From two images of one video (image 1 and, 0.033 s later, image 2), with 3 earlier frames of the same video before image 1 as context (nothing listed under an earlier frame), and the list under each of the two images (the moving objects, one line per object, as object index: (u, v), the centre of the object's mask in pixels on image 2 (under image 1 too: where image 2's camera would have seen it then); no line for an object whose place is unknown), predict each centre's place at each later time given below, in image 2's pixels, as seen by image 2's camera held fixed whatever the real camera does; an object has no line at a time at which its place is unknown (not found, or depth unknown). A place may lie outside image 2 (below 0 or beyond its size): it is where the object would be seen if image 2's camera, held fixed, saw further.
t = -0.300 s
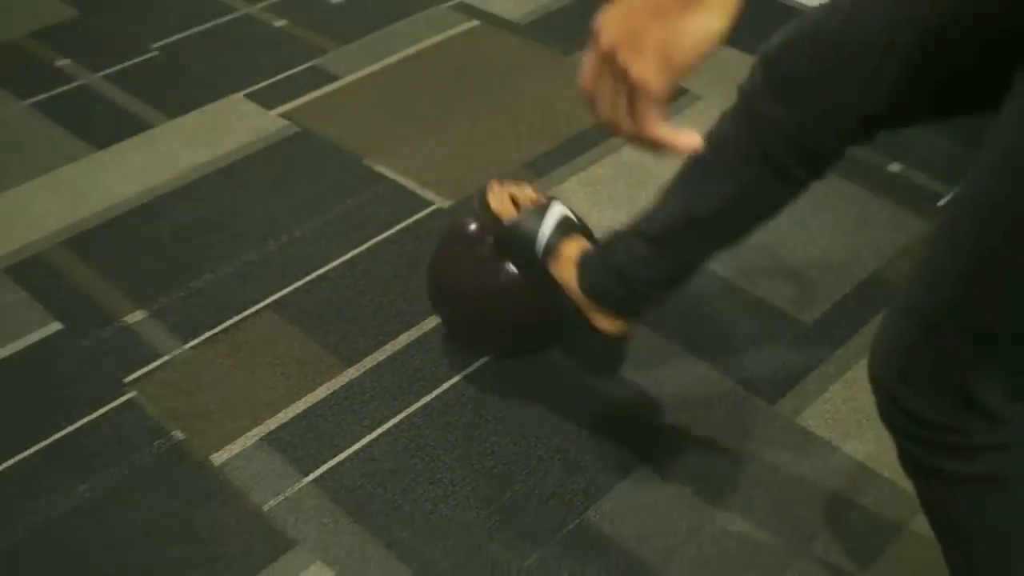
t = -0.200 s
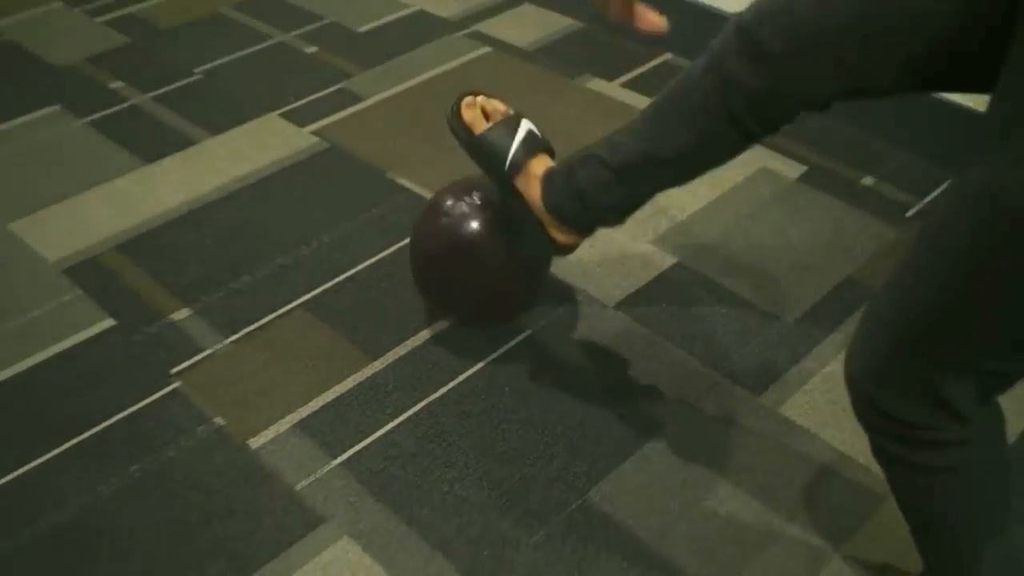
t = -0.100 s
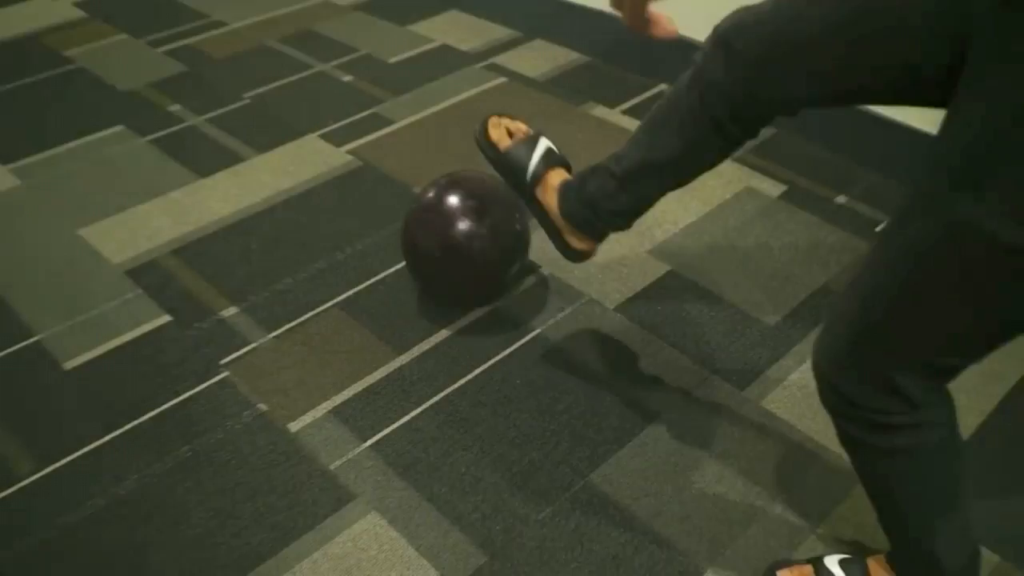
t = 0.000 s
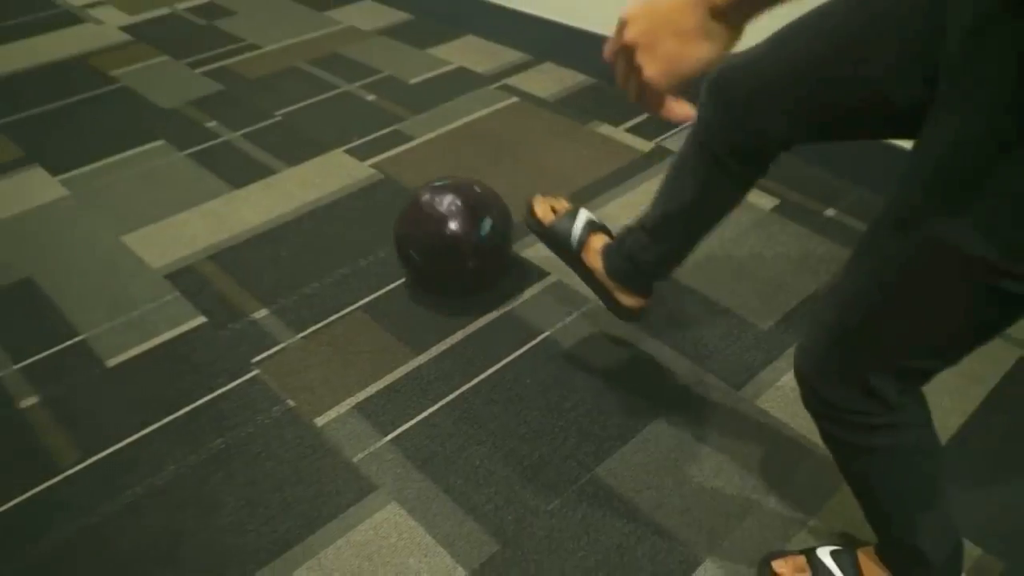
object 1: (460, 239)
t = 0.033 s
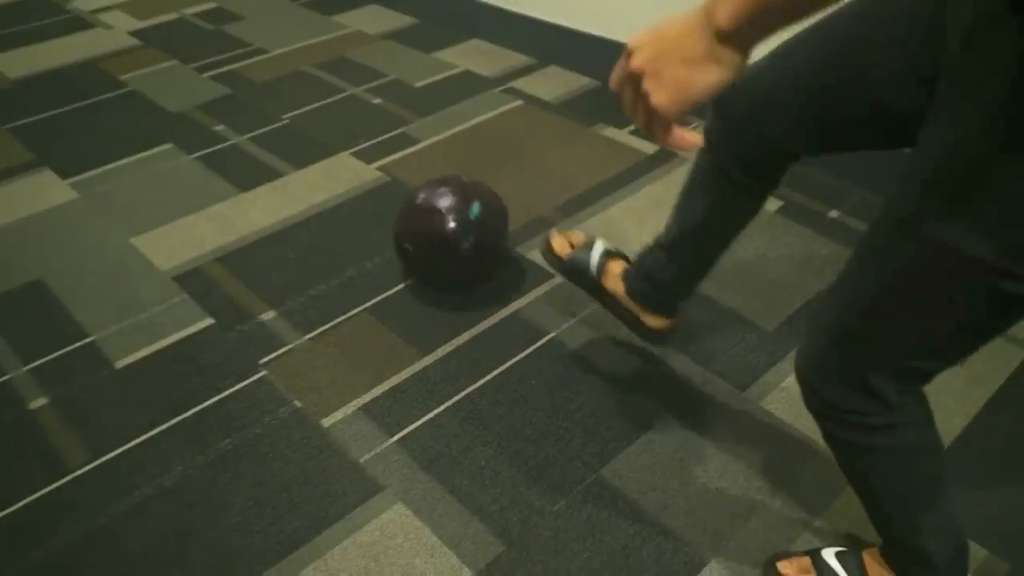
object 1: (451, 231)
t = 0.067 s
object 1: (442, 225)
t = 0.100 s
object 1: (433, 219)
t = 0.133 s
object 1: (425, 214)
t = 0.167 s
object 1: (418, 208)
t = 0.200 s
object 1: (410, 199)
